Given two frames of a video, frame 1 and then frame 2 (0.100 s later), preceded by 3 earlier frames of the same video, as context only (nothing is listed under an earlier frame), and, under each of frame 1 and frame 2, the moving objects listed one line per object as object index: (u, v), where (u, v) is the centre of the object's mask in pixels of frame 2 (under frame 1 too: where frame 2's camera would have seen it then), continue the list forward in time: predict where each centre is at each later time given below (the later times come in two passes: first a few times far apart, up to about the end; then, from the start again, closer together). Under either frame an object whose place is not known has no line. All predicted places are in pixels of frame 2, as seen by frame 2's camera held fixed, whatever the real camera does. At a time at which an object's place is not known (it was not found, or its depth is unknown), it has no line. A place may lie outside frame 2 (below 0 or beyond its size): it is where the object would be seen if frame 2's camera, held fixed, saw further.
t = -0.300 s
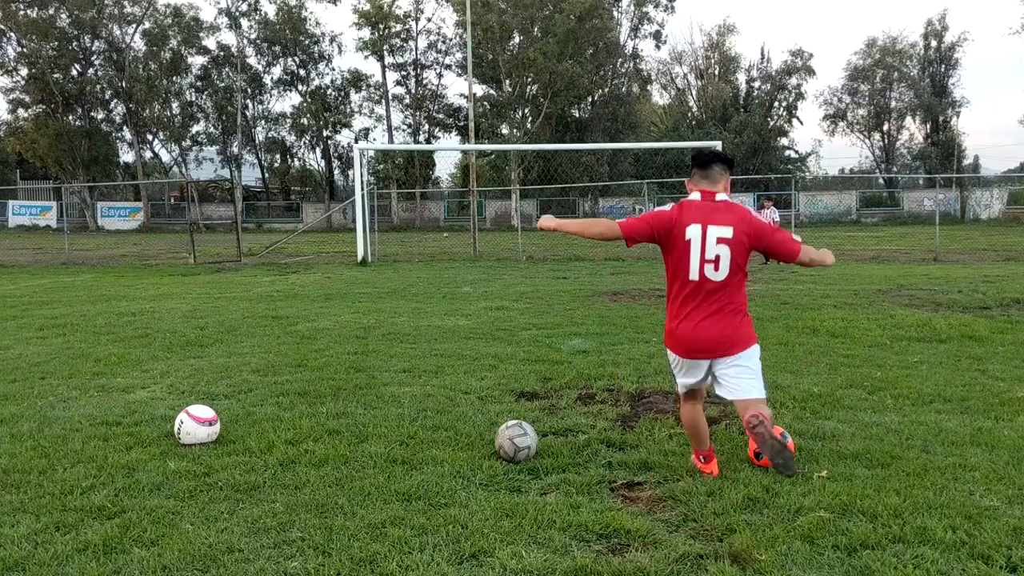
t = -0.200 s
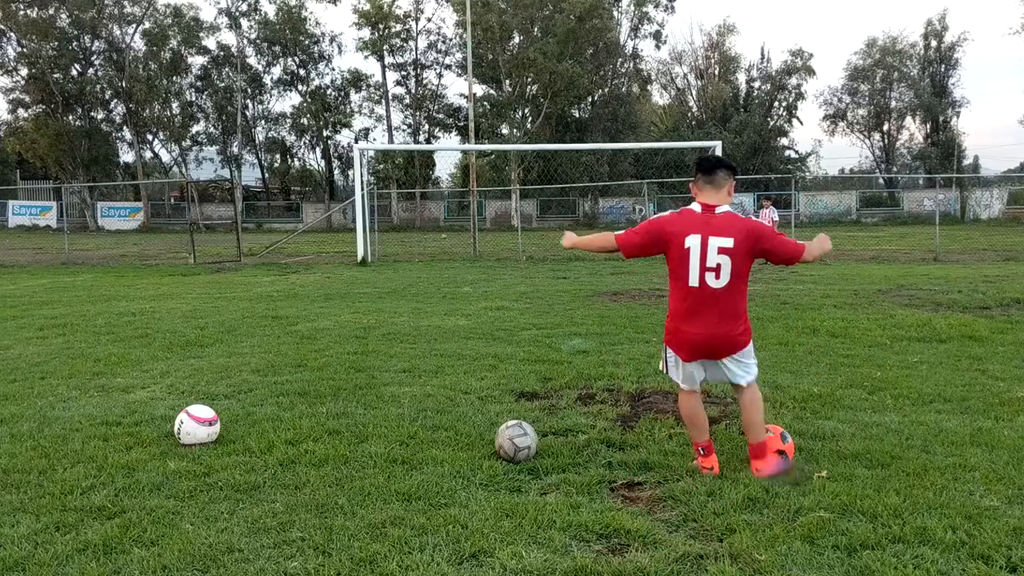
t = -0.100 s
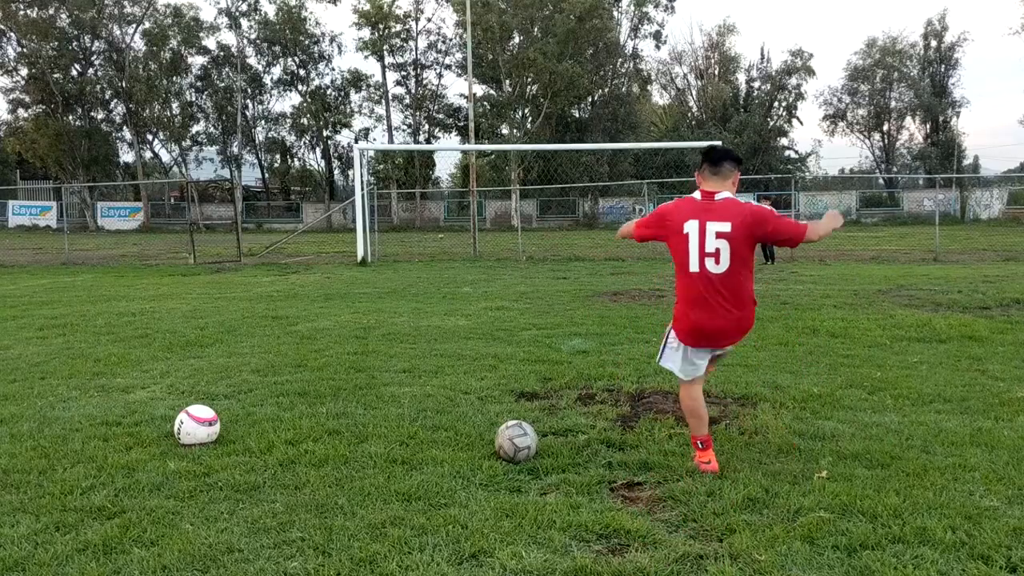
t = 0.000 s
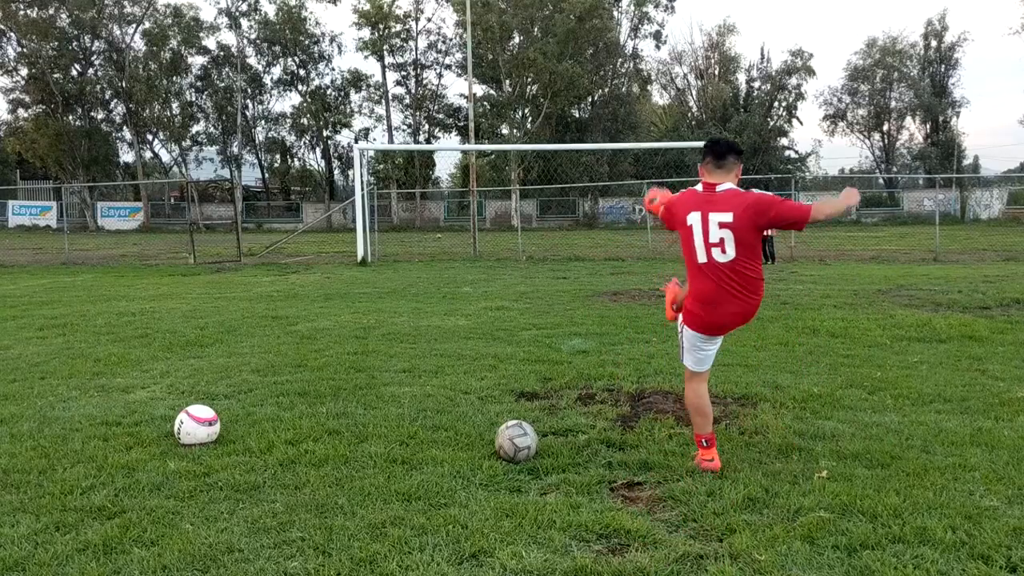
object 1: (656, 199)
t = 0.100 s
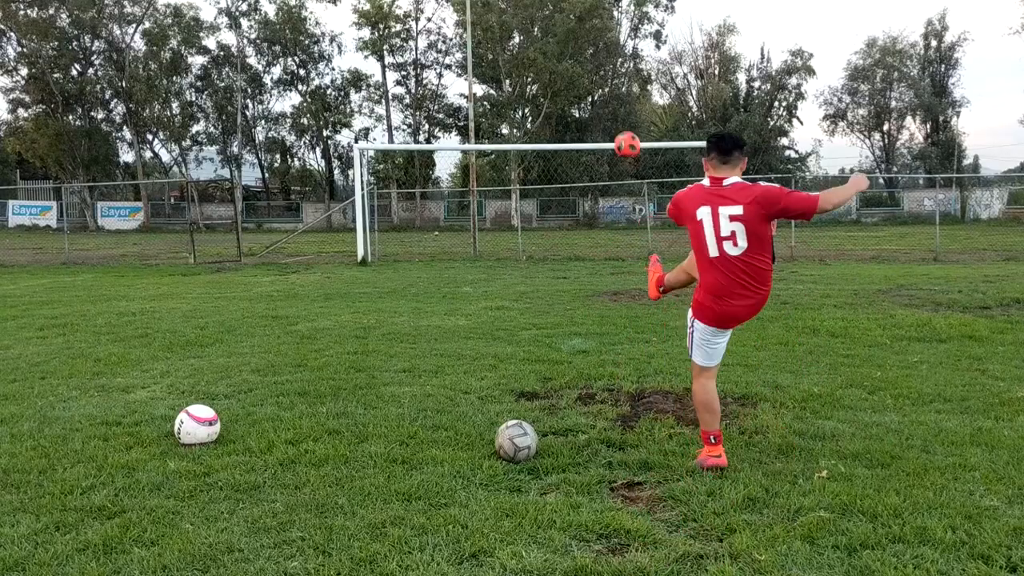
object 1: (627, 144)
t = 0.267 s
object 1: (591, 98)
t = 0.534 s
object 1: (557, 91)
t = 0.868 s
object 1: (537, 137)
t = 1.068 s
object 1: (532, 181)
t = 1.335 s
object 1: (534, 237)
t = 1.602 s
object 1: (527, 238)
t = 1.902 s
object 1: (512, 256)
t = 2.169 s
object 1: (515, 256)
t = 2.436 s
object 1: (518, 256)
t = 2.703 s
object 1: (522, 256)
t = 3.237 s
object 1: (527, 256)
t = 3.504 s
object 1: (527, 257)
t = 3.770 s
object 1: (527, 257)
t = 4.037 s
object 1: (527, 257)
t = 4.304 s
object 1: (528, 257)
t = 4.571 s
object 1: (528, 257)
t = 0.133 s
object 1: (618, 131)
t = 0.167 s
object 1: (611, 121)
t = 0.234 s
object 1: (597, 104)
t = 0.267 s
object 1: (591, 98)
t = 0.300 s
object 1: (585, 94)
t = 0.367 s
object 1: (576, 89)
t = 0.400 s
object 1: (571, 88)
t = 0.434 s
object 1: (567, 87)
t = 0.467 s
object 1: (564, 88)
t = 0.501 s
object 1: (560, 89)
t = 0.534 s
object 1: (557, 91)
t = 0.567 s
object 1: (554, 94)
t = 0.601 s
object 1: (551, 96)
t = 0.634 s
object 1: (548, 101)
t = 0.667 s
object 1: (546, 105)
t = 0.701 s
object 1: (544, 109)
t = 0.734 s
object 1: (543, 114)
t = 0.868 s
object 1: (537, 137)
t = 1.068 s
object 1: (532, 181)
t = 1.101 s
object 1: (532, 188)
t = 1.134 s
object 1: (532, 194)
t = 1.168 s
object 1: (533, 199)
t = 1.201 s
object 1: (533, 207)
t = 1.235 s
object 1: (533, 212)
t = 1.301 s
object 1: (534, 227)
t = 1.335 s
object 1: (534, 237)
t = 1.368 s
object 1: (535, 245)
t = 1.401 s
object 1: (535, 253)
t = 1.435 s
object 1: (534, 254)
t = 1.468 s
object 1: (532, 252)
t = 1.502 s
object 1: (532, 248)
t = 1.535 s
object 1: (530, 243)
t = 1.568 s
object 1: (529, 240)
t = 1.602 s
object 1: (527, 238)
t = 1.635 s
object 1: (525, 235)
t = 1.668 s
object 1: (524, 235)
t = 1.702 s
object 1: (523, 237)
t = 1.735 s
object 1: (520, 240)
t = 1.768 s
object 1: (518, 243)
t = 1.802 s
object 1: (517, 248)
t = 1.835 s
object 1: (515, 251)
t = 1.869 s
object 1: (513, 256)
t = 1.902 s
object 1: (512, 256)
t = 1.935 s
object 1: (512, 255)
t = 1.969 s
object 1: (512, 255)
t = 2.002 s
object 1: (513, 255)
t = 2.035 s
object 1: (513, 255)
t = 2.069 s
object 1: (514, 256)
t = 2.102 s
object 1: (514, 256)
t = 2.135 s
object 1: (515, 256)
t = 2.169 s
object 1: (515, 256)
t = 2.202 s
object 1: (516, 256)
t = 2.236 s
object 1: (516, 256)
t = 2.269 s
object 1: (516, 256)
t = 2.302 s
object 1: (516, 256)
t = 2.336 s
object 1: (517, 256)
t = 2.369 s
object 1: (517, 256)
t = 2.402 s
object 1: (518, 256)
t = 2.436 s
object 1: (518, 256)
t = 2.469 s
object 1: (519, 256)
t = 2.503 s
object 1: (519, 256)
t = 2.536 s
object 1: (519, 256)
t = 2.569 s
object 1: (520, 256)
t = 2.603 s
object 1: (520, 256)
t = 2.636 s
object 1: (521, 256)
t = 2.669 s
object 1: (521, 256)
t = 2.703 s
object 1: (522, 256)
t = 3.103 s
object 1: (526, 256)
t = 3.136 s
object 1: (526, 256)
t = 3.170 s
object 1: (527, 257)
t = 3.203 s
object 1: (527, 256)
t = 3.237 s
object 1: (527, 256)
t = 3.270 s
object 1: (527, 257)
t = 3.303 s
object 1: (527, 256)
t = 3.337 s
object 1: (527, 257)
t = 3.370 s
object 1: (527, 257)
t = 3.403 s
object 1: (527, 257)
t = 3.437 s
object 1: (527, 257)
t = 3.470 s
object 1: (527, 257)
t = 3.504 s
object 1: (527, 257)
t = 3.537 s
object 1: (527, 257)
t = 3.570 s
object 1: (527, 257)
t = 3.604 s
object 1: (527, 257)
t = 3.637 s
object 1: (527, 257)
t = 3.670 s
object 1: (527, 257)
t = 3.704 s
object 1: (527, 257)
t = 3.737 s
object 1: (527, 257)
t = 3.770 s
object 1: (527, 257)
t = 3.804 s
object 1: (527, 257)
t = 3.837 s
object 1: (527, 257)
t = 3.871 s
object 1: (527, 257)
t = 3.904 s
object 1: (527, 257)
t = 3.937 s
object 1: (527, 257)
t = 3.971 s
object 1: (527, 257)
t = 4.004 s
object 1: (527, 257)
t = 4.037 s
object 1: (527, 257)
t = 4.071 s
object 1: (528, 257)
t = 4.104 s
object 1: (528, 257)
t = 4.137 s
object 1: (528, 257)
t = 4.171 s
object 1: (528, 257)
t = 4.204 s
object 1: (528, 257)
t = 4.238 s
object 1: (528, 257)
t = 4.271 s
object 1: (528, 257)
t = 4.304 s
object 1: (528, 257)
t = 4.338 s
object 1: (528, 257)
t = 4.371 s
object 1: (528, 257)
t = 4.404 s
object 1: (528, 257)
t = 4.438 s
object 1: (528, 257)
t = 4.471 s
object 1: (528, 257)
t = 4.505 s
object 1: (528, 257)
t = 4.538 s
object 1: (528, 257)
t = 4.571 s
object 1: (528, 257)
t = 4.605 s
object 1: (528, 257)
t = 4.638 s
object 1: (528, 257)
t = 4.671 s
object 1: (528, 257)
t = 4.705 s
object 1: (528, 257)
